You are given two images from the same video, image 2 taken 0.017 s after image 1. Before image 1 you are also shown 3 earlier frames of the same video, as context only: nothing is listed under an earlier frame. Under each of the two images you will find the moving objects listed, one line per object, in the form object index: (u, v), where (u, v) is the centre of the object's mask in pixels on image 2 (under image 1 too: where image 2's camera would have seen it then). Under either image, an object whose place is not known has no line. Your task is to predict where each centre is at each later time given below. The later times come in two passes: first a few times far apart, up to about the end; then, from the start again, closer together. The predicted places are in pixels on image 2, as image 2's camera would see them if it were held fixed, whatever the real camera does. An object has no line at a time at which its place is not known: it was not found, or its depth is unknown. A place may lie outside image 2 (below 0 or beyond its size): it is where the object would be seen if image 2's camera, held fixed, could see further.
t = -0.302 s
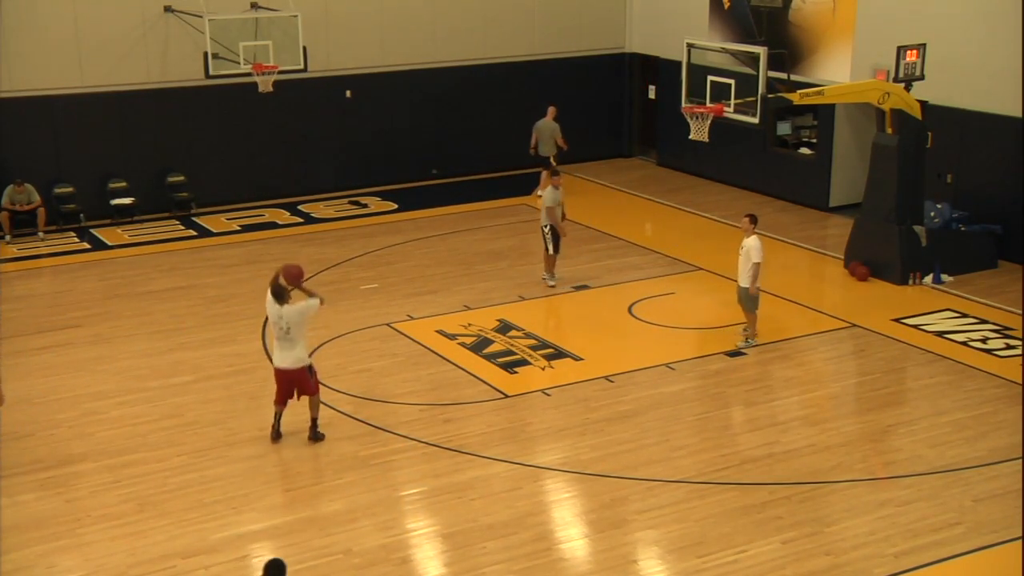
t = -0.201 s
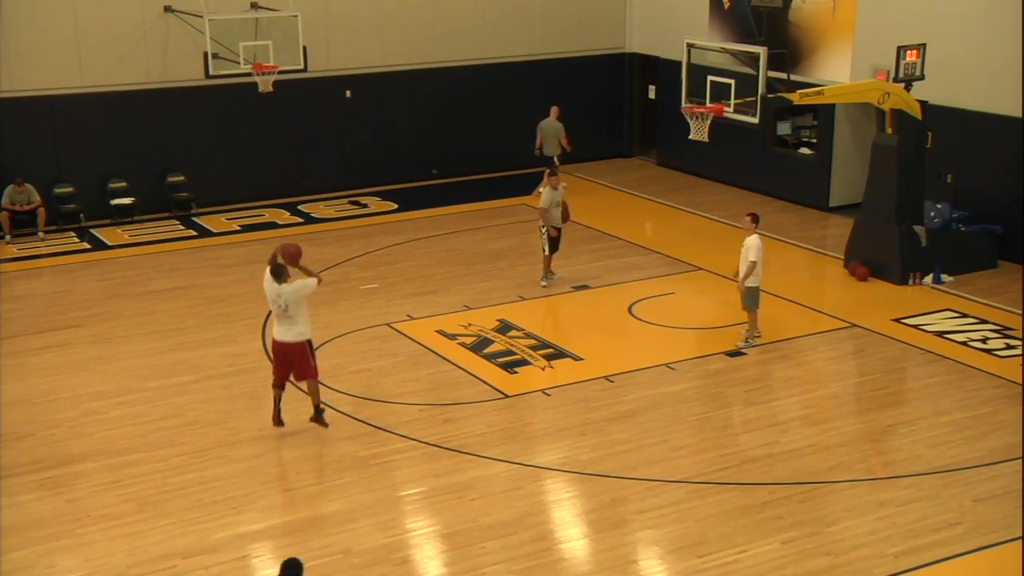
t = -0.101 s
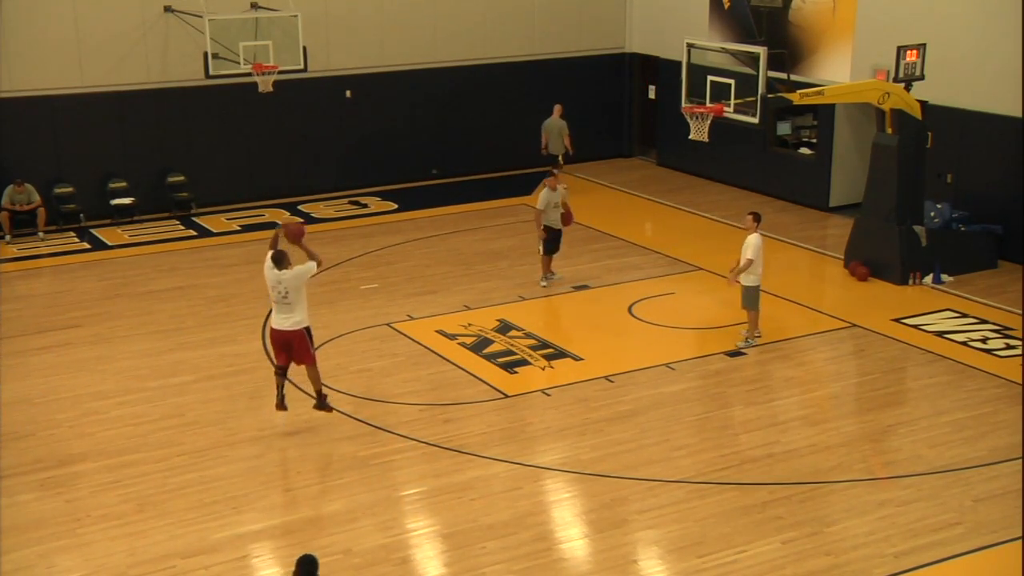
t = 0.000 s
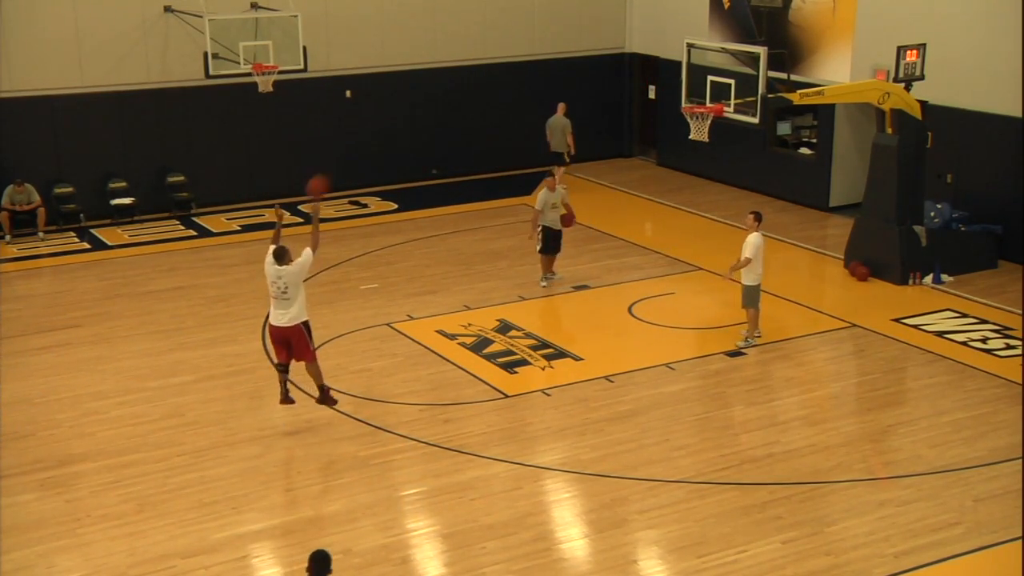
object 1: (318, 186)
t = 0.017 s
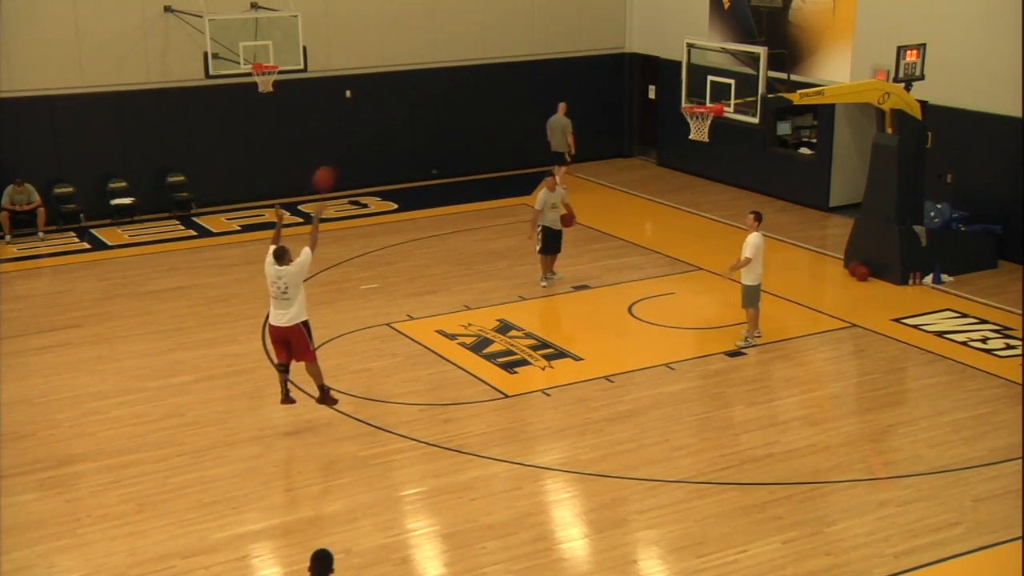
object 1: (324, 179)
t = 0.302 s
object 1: (435, 65)
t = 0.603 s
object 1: (539, 22)
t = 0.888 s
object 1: (624, 46)
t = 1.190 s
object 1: (697, 99)
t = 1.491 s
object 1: (697, 74)
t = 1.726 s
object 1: (677, 91)
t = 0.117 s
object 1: (364, 129)
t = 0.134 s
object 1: (371, 122)
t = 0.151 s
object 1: (378, 115)
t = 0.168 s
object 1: (384, 109)
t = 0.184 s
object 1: (390, 102)
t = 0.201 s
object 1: (397, 96)
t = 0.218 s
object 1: (404, 90)
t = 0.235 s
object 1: (409, 85)
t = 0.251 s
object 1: (416, 79)
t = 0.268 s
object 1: (422, 75)
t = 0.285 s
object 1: (428, 70)
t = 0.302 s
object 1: (435, 65)
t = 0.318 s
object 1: (441, 60)
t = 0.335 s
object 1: (447, 56)
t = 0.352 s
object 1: (453, 52)
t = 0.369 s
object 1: (459, 48)
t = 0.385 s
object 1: (465, 45)
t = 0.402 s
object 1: (471, 42)
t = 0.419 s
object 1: (477, 39)
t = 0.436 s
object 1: (483, 36)
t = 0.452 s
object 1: (488, 34)
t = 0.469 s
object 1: (494, 32)
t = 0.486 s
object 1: (500, 30)
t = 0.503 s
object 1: (505, 28)
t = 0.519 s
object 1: (511, 27)
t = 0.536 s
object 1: (517, 25)
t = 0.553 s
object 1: (522, 24)
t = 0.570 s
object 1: (528, 23)
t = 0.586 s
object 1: (533, 23)
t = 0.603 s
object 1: (539, 22)
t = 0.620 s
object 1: (544, 22)
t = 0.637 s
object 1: (549, 22)
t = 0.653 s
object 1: (555, 23)
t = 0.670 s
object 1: (560, 23)
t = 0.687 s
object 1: (565, 24)
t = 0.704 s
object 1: (570, 24)
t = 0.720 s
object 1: (576, 25)
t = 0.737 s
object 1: (581, 27)
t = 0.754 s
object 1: (585, 28)
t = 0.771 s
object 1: (590, 30)
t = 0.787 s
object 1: (595, 32)
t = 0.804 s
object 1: (600, 34)
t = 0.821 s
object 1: (605, 36)
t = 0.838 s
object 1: (610, 38)
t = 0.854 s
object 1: (615, 41)
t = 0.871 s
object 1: (620, 43)
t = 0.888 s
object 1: (624, 46)
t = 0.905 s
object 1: (630, 50)
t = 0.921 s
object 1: (634, 53)
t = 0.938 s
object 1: (637, 56)
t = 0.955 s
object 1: (643, 60)
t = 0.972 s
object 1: (647, 63)
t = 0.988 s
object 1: (652, 67)
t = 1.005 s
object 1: (656, 71)
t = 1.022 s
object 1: (660, 75)
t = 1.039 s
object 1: (665, 80)
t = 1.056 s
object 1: (669, 84)
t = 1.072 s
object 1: (672, 88)
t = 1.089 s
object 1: (676, 93)
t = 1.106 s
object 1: (681, 97)
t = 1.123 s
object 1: (685, 102)
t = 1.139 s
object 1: (688, 101)
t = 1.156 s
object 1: (691, 100)
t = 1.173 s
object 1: (695, 100)
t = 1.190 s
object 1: (697, 99)
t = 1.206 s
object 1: (701, 100)
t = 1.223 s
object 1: (703, 98)
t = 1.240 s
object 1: (706, 96)
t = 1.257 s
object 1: (708, 93)
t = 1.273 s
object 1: (710, 90)
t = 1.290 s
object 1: (711, 89)
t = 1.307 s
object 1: (710, 87)
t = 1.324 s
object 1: (709, 84)
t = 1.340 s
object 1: (707, 82)
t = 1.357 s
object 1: (706, 81)
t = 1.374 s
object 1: (704, 79)
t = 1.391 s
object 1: (703, 77)
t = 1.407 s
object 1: (702, 76)
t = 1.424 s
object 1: (700, 75)
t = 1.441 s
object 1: (700, 74)
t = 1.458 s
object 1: (699, 74)
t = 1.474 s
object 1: (698, 74)
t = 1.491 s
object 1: (697, 74)
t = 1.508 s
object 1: (696, 74)
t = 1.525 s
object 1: (695, 74)
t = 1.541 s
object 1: (693, 74)
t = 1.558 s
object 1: (691, 75)
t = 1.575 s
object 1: (690, 75)
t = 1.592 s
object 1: (688, 76)
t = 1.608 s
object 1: (688, 78)
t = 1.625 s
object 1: (686, 78)
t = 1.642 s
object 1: (685, 80)
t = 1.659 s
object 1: (683, 82)
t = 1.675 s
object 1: (682, 84)
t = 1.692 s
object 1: (680, 86)
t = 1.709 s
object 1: (679, 89)
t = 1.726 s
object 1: (677, 91)
